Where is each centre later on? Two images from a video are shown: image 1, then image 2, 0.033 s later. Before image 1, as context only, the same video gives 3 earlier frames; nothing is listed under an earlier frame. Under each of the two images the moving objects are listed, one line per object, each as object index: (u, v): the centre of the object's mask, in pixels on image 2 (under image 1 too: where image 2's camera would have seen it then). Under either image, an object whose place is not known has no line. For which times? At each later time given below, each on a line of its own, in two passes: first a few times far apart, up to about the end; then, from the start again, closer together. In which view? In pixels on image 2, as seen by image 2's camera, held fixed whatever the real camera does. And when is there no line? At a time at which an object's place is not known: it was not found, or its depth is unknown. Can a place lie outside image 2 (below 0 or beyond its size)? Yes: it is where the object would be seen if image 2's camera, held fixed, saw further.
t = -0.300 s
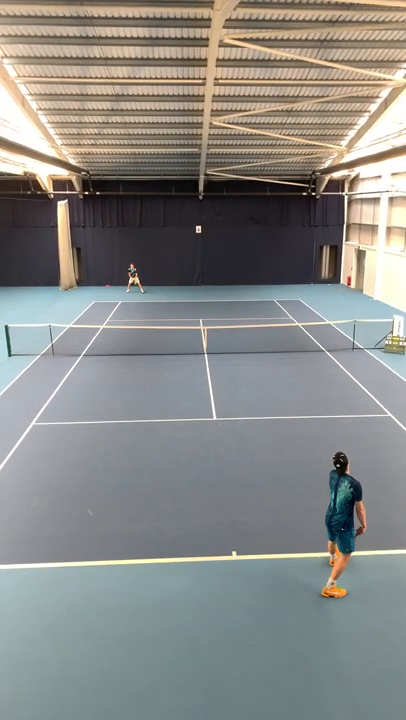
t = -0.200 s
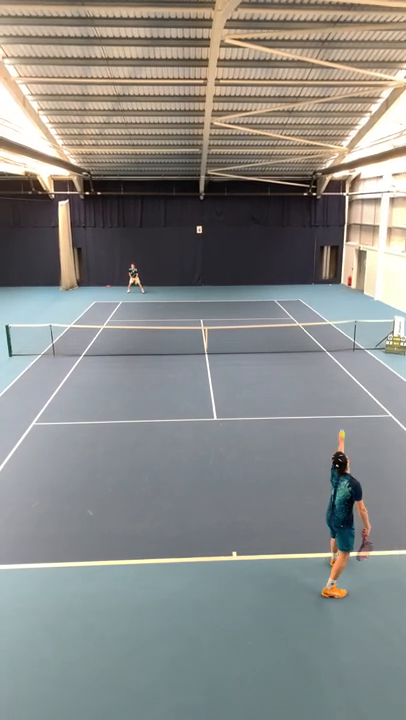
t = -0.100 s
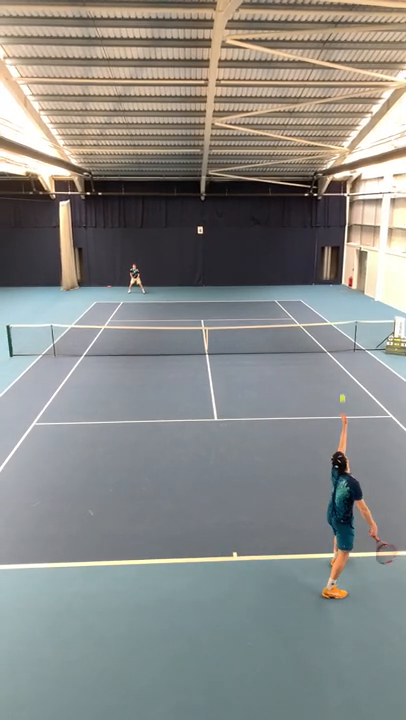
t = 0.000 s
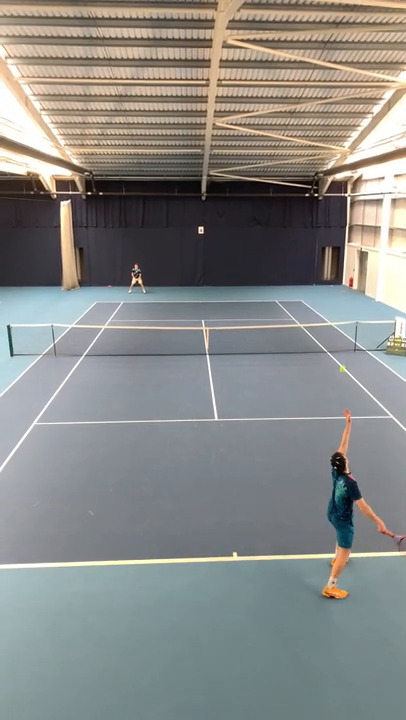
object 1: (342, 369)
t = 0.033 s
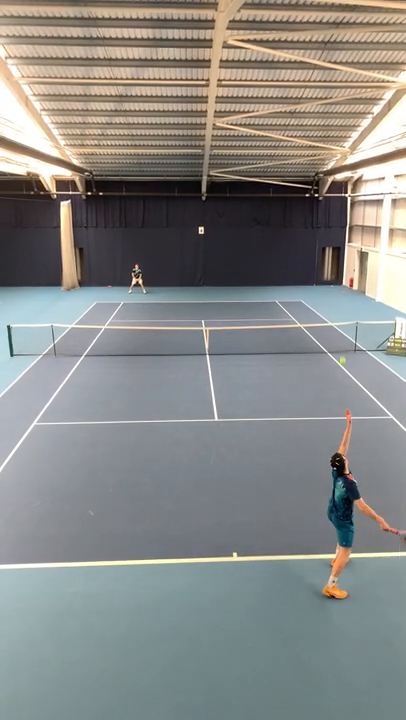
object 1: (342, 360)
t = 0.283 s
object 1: (339, 322)
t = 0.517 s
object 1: (333, 327)
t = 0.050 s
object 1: (342, 356)
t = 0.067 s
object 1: (341, 352)
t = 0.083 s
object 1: (341, 349)
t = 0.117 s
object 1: (341, 342)
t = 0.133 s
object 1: (341, 339)
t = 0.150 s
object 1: (341, 337)
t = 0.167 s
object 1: (340, 334)
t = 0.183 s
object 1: (340, 332)
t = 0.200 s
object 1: (340, 329)
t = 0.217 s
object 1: (340, 327)
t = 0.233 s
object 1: (339, 326)
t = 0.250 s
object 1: (339, 324)
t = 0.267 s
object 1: (339, 323)
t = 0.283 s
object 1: (339, 322)
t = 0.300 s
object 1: (338, 321)
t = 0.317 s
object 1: (338, 320)
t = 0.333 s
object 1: (338, 320)
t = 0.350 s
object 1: (337, 319)
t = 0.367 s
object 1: (337, 319)
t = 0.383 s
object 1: (336, 319)
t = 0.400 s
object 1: (336, 320)
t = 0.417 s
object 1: (335, 320)
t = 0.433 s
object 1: (335, 321)
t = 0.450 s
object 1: (335, 322)
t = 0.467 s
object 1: (334, 322)
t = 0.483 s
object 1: (334, 324)
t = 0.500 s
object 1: (333, 325)
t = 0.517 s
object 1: (333, 327)
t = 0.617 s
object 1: (330, 341)
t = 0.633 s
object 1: (330, 345)
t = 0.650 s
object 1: (329, 348)
